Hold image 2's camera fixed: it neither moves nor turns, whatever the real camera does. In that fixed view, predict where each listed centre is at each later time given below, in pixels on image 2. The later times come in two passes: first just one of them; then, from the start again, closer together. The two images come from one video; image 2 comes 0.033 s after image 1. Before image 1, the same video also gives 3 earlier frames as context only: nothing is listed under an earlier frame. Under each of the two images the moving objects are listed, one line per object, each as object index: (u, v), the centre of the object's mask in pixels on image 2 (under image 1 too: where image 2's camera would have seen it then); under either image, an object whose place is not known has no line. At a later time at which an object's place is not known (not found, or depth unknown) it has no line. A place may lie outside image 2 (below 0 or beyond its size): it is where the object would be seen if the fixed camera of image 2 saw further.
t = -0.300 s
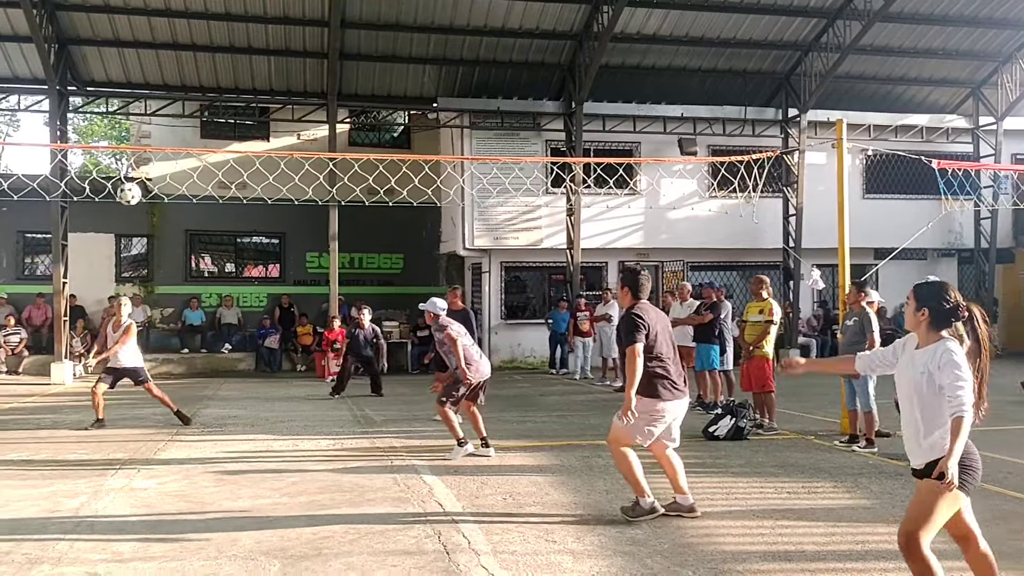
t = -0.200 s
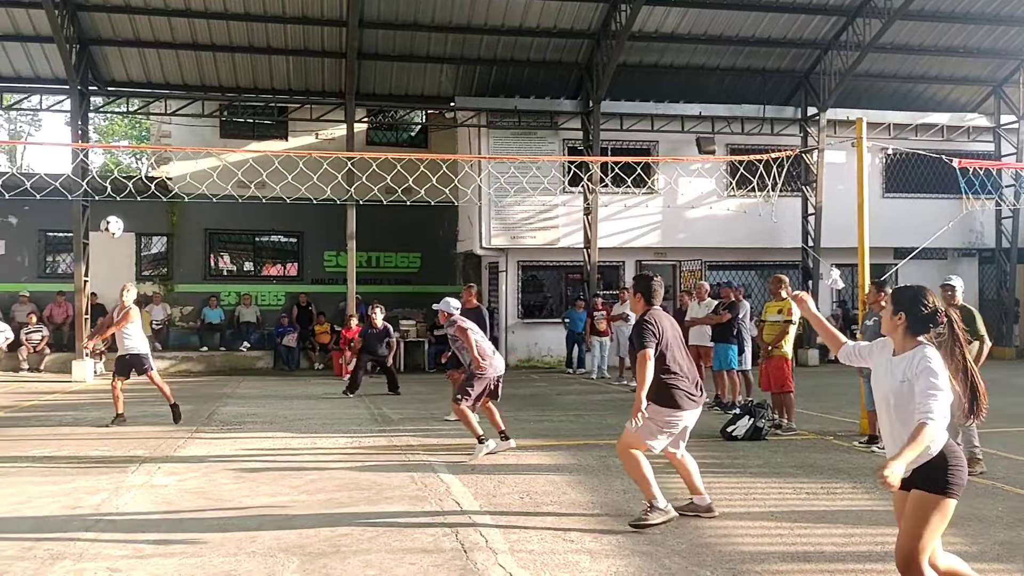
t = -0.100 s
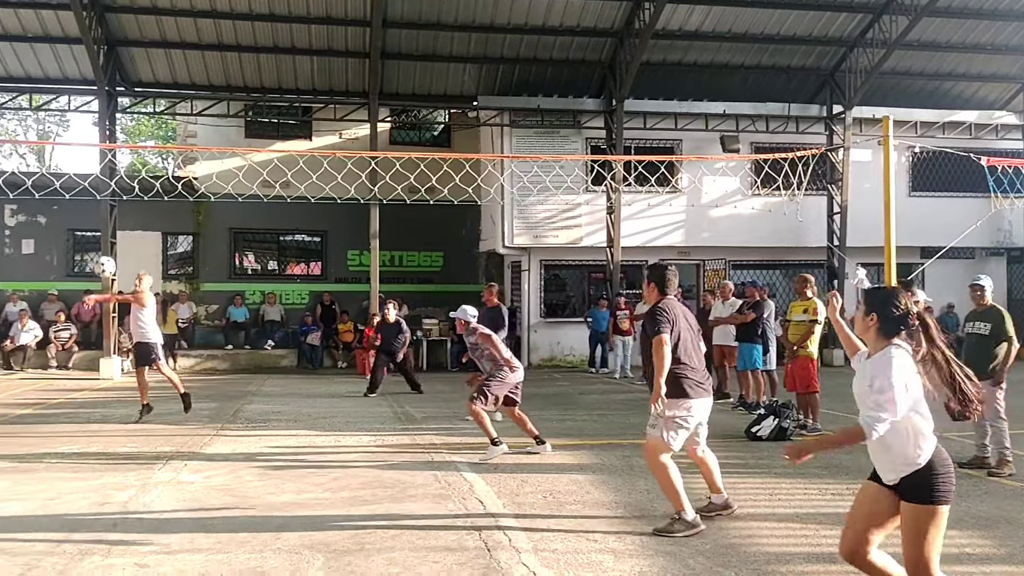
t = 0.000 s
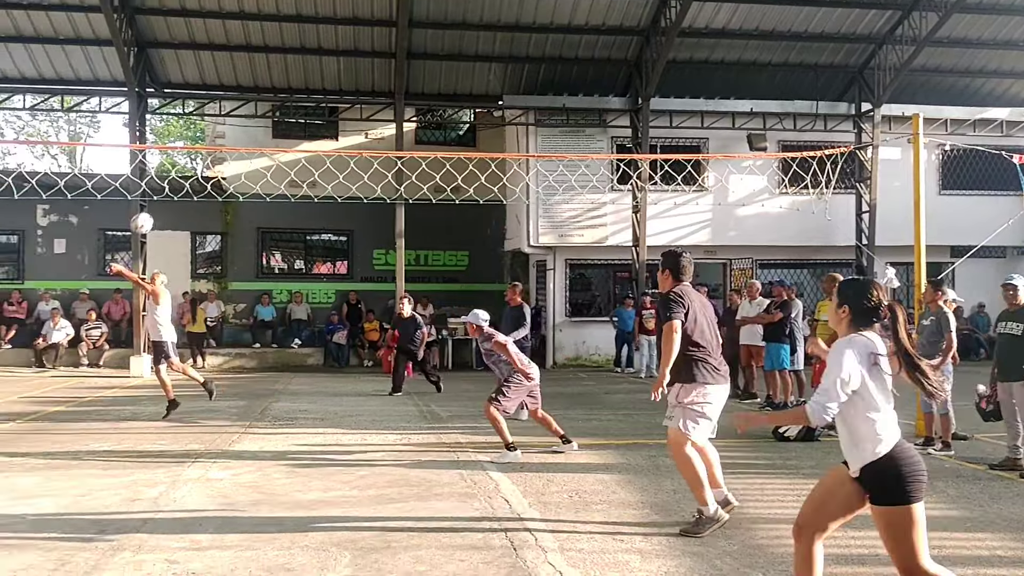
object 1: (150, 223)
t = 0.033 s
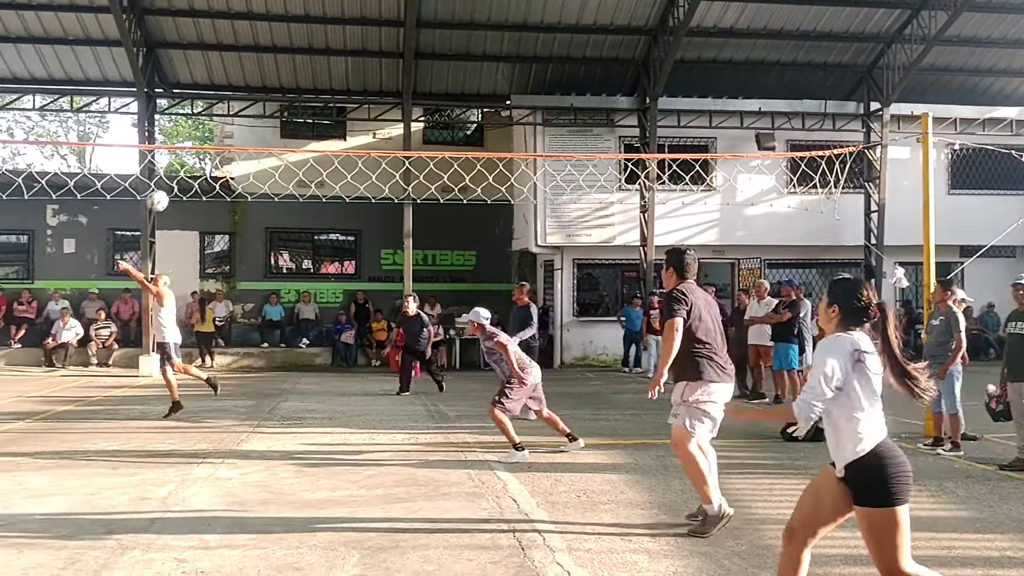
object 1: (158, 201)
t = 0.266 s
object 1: (205, 74)
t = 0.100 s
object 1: (173, 161)
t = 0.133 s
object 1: (181, 139)
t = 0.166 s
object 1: (188, 122)
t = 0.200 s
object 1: (193, 105)
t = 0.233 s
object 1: (199, 89)
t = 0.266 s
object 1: (205, 74)
